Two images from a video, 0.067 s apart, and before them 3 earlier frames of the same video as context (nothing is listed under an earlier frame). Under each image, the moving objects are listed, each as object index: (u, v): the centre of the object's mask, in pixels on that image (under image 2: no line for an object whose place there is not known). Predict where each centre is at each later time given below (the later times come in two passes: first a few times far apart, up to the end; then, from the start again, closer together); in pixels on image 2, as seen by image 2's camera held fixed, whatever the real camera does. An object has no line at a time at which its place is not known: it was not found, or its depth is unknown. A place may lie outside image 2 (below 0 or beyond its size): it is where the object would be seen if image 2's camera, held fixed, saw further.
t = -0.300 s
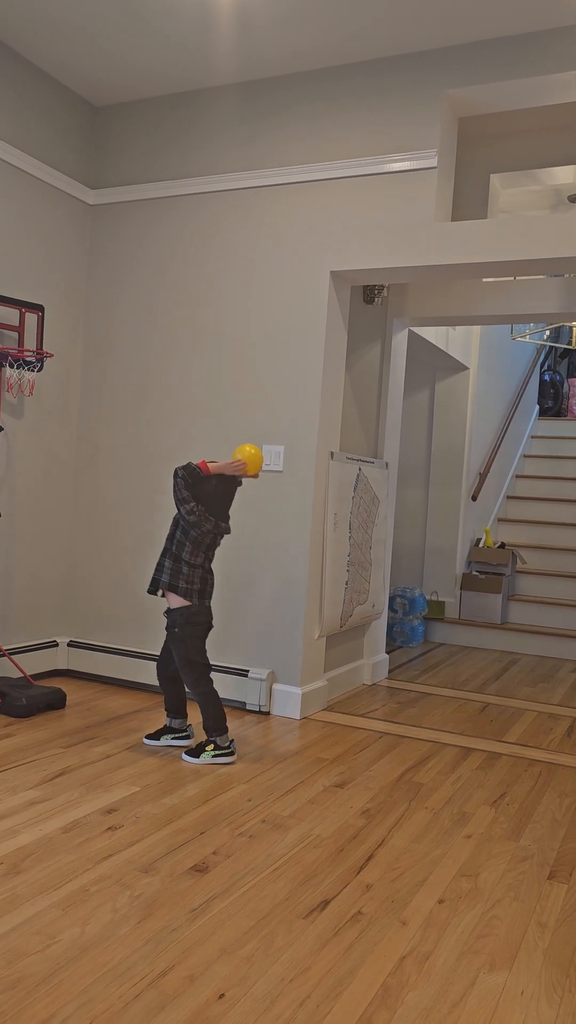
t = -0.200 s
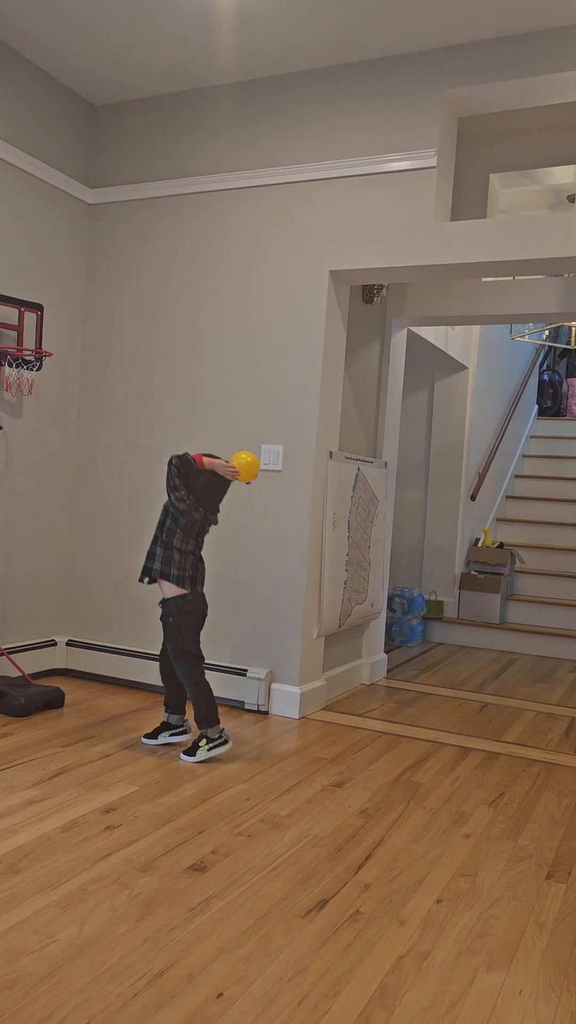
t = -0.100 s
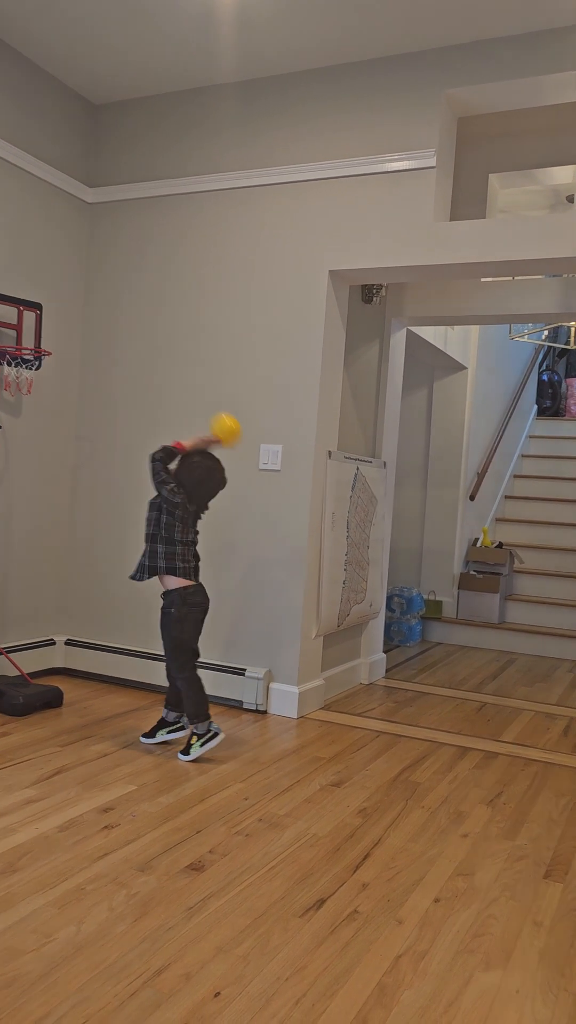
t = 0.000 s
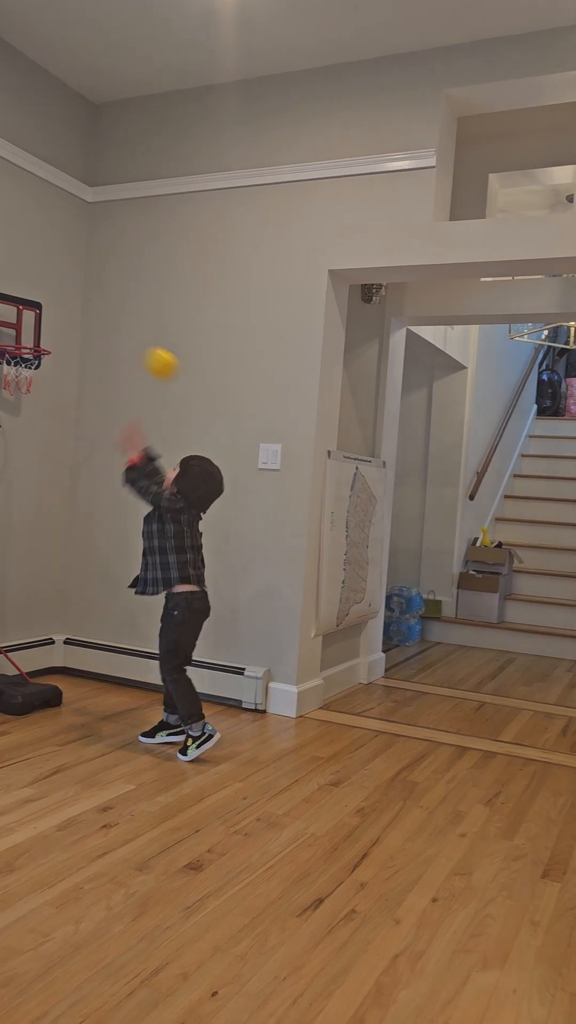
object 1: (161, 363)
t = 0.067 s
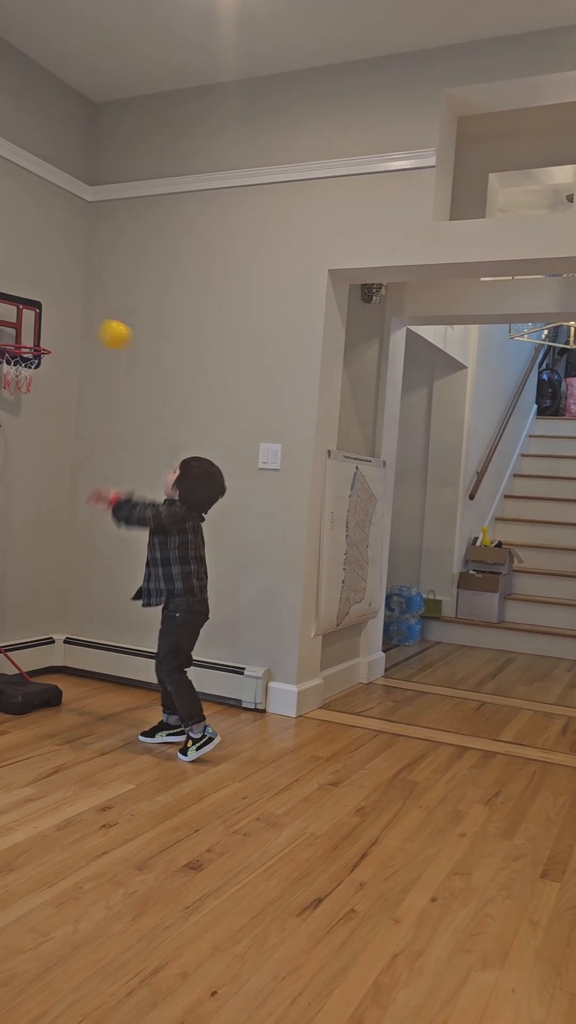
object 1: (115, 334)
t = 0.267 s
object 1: (1, 313)
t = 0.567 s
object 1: (1, 448)
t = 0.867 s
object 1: (8, 711)
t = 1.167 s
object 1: (22, 500)
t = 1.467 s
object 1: (21, 566)
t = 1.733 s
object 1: (2, 887)
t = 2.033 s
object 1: (-26, 662)
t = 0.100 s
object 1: (92, 324)
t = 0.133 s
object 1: (71, 317)
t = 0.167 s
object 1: (49, 312)
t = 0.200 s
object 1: (29, 310)
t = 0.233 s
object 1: (10, 311)
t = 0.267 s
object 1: (1, 313)
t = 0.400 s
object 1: (-2, 348)
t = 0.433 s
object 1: (-1, 361)
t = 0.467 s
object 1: (-1, 378)
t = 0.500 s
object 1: (0, 398)
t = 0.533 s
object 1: (0, 421)
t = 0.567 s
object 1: (1, 448)
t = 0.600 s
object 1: (2, 478)
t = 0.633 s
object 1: (3, 511)
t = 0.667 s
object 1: (3, 549)
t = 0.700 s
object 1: (4, 589)
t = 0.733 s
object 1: (4, 632)
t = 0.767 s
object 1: (4, 684)
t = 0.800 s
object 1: (5, 733)
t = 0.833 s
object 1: (6, 748)
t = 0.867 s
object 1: (8, 711)
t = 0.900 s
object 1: (10, 679)
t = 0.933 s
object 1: (13, 643)
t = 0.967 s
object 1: (14, 615)
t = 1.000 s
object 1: (16, 588)
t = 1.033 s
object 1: (17, 565)
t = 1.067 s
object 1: (19, 544)
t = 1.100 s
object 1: (20, 526)
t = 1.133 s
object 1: (21, 511)
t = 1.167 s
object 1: (22, 500)
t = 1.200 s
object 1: (23, 492)
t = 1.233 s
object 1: (24, 487)
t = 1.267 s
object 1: (24, 486)
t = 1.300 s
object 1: (25, 489)
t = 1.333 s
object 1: (24, 496)
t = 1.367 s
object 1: (24, 507)
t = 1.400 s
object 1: (24, 522)
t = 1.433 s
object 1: (22, 541)
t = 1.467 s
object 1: (21, 566)
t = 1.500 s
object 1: (20, 594)
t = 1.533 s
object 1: (19, 624)
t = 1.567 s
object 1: (17, 665)
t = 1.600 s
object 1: (14, 706)
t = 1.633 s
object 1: (12, 754)
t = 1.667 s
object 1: (8, 806)
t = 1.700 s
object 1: (4, 867)
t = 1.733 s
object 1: (2, 887)
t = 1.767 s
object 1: (0, 845)
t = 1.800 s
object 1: (-2, 807)
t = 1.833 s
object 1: (-5, 773)
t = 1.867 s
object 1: (-8, 743)
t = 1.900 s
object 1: (-11, 718)
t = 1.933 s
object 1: (-14, 698)
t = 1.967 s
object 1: (-17, 681)
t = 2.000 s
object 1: (-21, 669)
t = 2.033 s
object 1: (-26, 662)
